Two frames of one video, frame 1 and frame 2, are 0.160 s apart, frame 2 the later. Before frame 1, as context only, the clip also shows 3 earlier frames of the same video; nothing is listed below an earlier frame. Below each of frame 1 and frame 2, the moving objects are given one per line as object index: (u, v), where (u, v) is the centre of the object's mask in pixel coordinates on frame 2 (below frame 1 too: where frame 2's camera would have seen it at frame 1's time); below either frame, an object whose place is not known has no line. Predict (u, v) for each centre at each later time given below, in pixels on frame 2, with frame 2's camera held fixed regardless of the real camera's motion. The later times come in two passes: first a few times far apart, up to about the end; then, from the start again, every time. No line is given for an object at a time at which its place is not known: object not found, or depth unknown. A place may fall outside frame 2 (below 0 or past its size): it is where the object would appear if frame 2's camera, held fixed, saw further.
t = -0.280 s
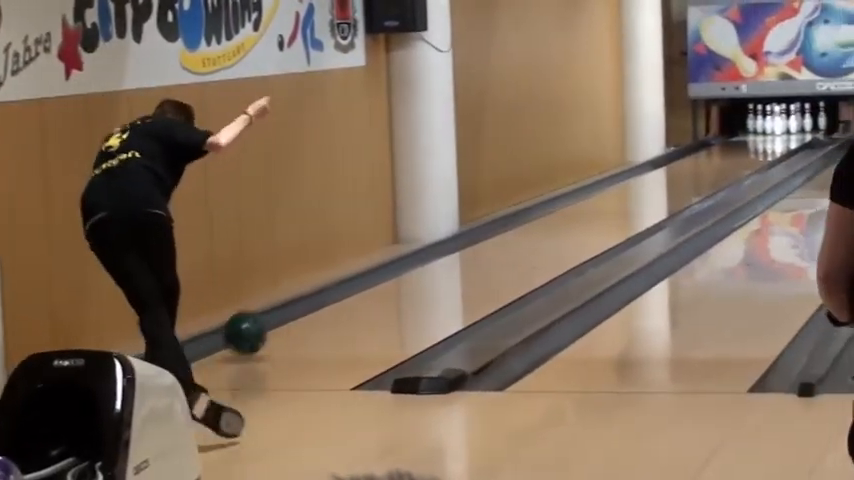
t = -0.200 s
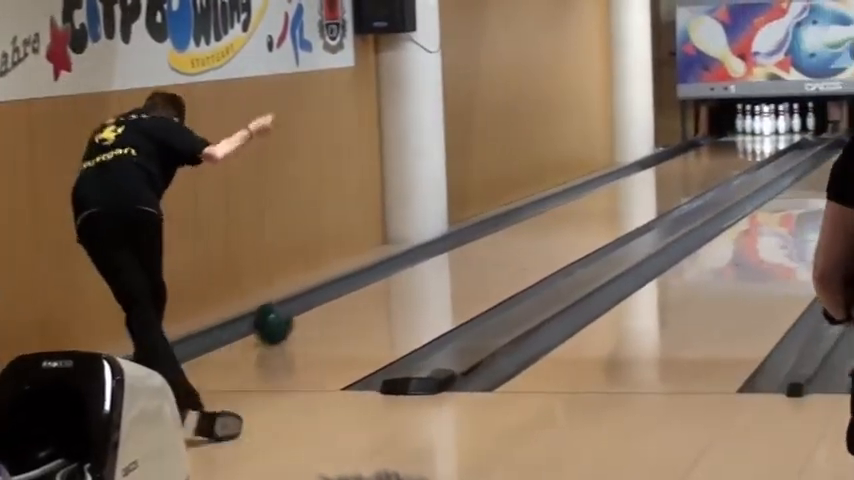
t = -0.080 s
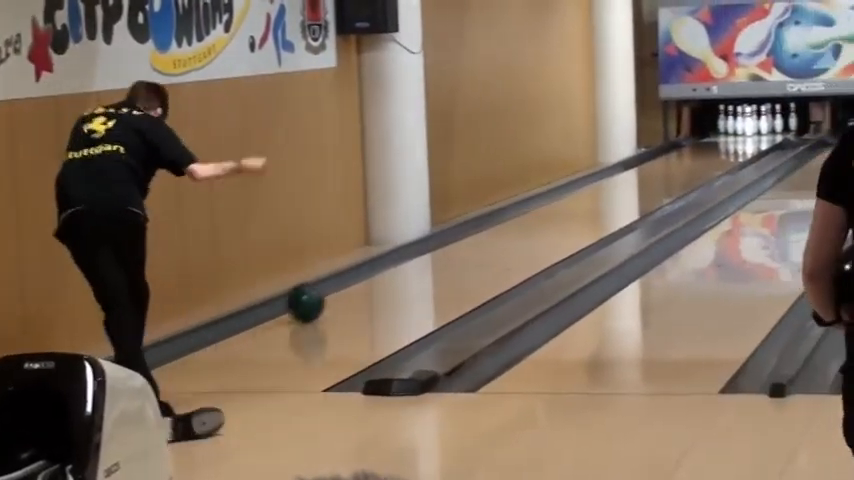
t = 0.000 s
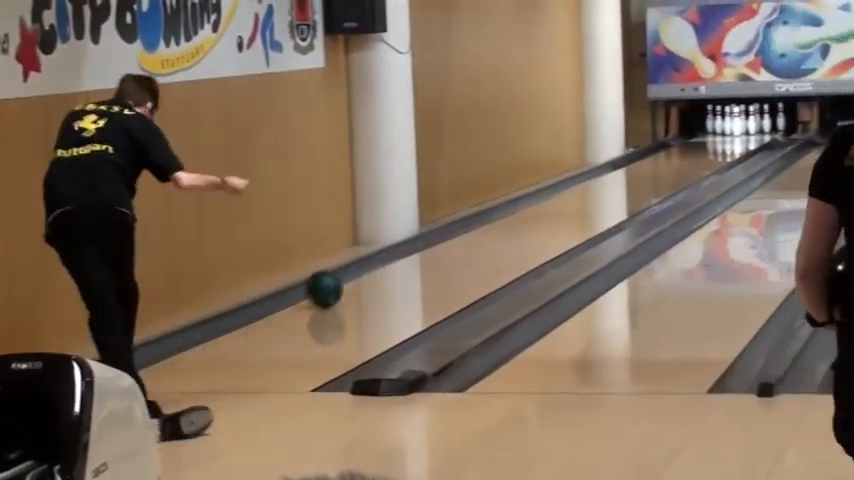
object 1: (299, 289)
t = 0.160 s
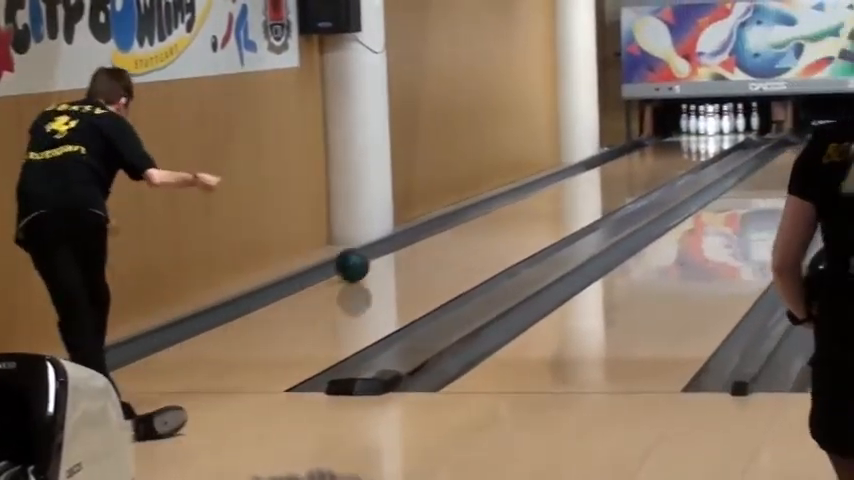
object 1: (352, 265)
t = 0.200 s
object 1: (363, 259)
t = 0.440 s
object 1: (428, 232)
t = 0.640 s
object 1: (473, 213)
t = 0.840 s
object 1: (512, 198)
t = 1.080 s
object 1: (552, 182)
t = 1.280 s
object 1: (581, 172)
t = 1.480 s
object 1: (608, 161)
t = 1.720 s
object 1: (637, 151)
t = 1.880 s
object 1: (655, 144)
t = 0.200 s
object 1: (363, 259)
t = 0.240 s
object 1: (375, 255)
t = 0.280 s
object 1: (386, 249)
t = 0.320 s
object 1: (397, 245)
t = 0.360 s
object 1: (408, 241)
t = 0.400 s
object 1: (418, 237)
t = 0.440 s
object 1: (428, 232)
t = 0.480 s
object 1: (437, 228)
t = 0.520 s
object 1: (446, 224)
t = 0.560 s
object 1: (455, 220)
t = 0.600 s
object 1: (464, 217)
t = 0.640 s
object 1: (473, 213)
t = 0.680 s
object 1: (481, 210)
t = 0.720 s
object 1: (489, 207)
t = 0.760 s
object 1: (497, 204)
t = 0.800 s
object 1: (505, 201)
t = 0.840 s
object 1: (512, 198)
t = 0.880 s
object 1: (519, 195)
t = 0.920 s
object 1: (526, 193)
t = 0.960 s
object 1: (533, 190)
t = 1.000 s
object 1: (539, 188)
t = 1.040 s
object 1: (546, 185)
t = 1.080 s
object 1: (552, 182)
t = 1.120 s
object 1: (558, 180)
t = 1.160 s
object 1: (564, 178)
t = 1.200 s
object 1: (570, 176)
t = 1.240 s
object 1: (576, 173)
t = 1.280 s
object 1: (581, 172)
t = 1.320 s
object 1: (587, 169)
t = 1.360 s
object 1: (592, 167)
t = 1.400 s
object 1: (597, 165)
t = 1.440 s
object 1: (602, 163)
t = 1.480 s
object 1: (608, 161)
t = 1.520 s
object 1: (614, 159)
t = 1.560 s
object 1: (619, 157)
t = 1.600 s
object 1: (623, 156)
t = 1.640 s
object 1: (629, 154)
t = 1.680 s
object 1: (633, 152)
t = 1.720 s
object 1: (637, 151)
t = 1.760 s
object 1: (641, 148)
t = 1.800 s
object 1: (646, 146)
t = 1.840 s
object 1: (649, 146)
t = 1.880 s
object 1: (655, 144)
